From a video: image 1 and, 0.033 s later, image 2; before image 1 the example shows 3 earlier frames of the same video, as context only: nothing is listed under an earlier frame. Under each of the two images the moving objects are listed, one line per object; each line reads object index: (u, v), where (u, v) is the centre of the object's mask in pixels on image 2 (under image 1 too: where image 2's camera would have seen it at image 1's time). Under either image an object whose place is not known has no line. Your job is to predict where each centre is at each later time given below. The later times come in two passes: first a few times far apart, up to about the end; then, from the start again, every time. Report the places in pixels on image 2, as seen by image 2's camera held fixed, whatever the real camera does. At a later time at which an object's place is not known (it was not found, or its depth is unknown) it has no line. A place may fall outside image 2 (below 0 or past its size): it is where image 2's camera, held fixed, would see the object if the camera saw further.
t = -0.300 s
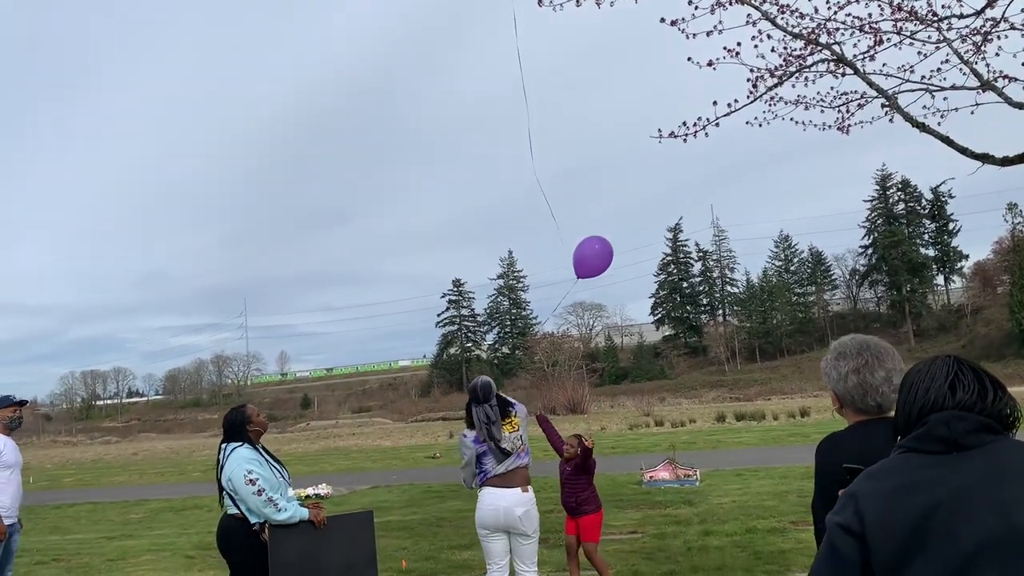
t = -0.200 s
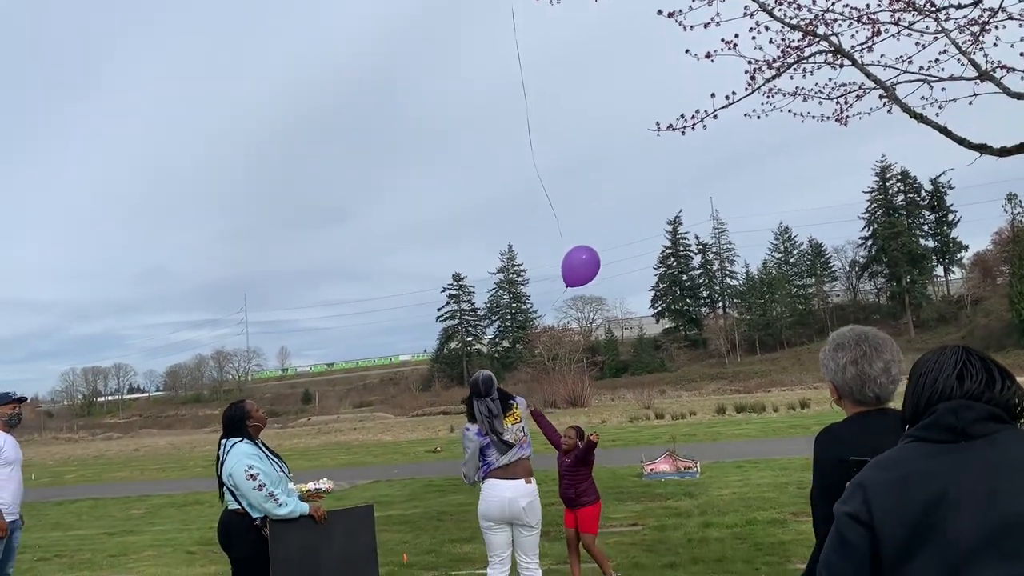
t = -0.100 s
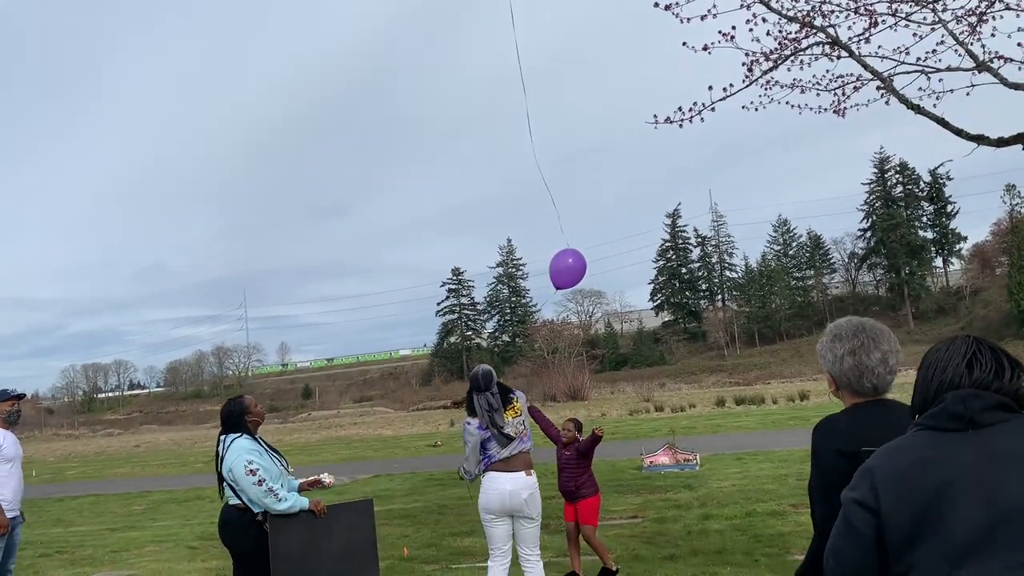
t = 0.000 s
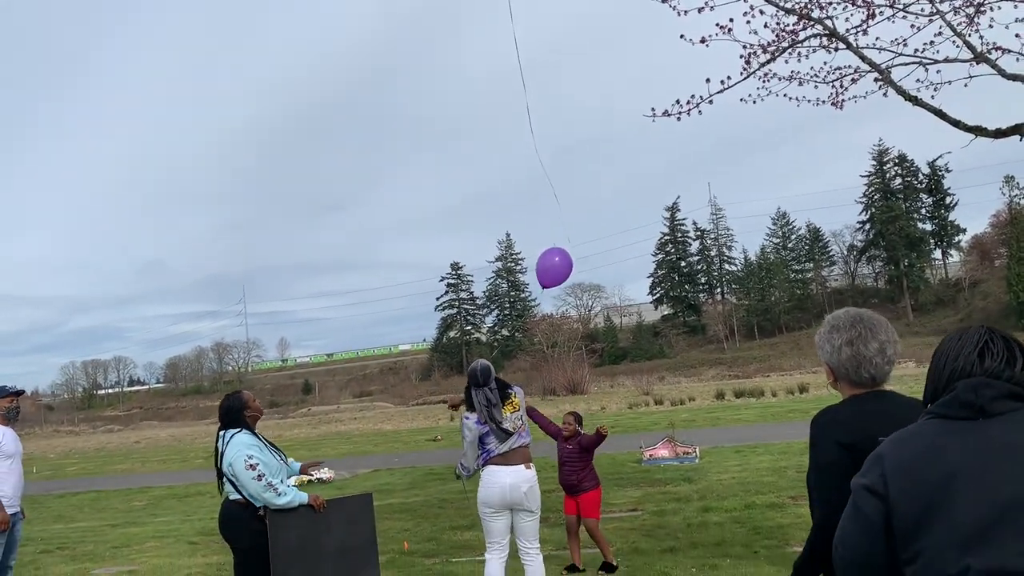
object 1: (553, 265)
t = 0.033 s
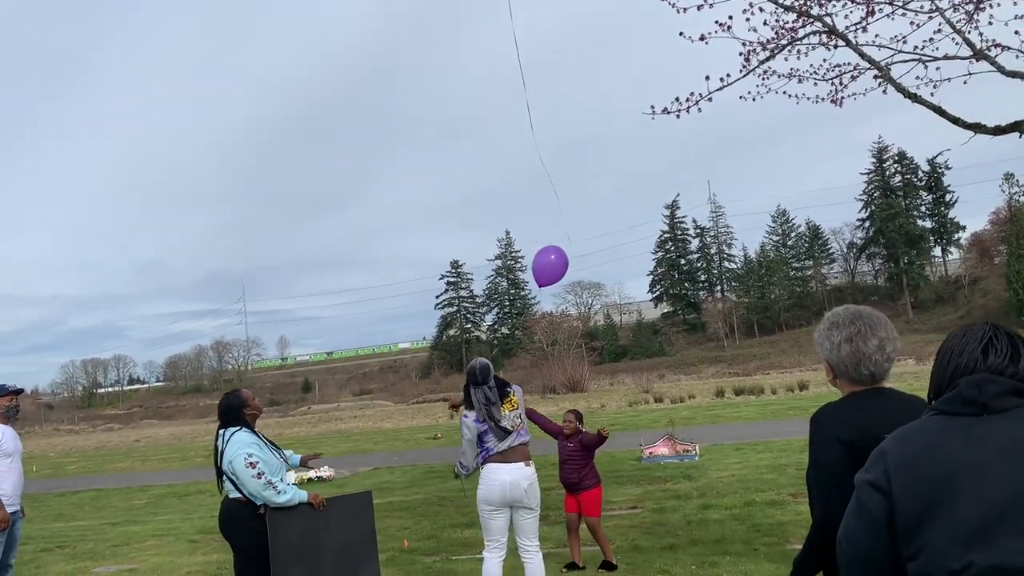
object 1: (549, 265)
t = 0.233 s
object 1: (534, 255)
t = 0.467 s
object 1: (528, 221)
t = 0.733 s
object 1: (533, 163)
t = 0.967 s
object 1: (547, 107)
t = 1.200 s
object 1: (571, 57)
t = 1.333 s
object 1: (584, 46)
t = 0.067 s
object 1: (546, 265)
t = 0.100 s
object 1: (543, 264)
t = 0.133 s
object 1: (540, 263)
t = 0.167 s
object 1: (538, 261)
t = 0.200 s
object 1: (536, 258)
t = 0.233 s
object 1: (534, 255)
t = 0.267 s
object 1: (532, 251)
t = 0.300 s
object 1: (531, 247)
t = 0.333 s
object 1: (530, 242)
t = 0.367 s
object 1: (529, 238)
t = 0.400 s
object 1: (529, 233)
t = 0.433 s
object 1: (528, 227)
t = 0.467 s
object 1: (528, 221)
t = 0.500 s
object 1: (528, 215)
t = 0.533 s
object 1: (529, 208)
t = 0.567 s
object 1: (529, 201)
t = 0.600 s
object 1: (529, 194)
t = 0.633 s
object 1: (530, 186)
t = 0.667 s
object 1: (531, 178)
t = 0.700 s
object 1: (532, 171)
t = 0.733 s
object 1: (533, 163)
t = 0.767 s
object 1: (535, 155)
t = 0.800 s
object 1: (536, 147)
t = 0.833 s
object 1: (538, 138)
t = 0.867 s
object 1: (540, 130)
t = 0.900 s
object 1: (542, 122)
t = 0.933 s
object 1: (544, 114)
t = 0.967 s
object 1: (547, 107)
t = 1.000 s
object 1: (550, 99)
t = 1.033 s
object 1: (553, 92)
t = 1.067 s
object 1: (557, 84)
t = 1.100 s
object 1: (560, 77)
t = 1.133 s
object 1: (564, 70)
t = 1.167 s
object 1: (567, 64)
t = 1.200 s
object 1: (571, 57)
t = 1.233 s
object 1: (575, 53)
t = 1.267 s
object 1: (578, 50)
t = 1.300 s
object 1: (581, 48)
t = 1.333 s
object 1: (584, 46)
